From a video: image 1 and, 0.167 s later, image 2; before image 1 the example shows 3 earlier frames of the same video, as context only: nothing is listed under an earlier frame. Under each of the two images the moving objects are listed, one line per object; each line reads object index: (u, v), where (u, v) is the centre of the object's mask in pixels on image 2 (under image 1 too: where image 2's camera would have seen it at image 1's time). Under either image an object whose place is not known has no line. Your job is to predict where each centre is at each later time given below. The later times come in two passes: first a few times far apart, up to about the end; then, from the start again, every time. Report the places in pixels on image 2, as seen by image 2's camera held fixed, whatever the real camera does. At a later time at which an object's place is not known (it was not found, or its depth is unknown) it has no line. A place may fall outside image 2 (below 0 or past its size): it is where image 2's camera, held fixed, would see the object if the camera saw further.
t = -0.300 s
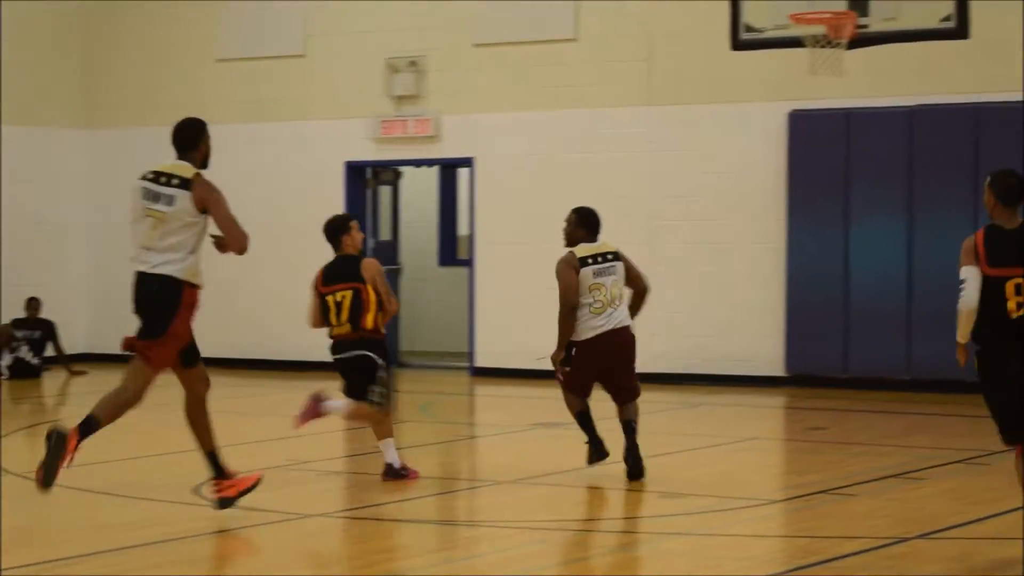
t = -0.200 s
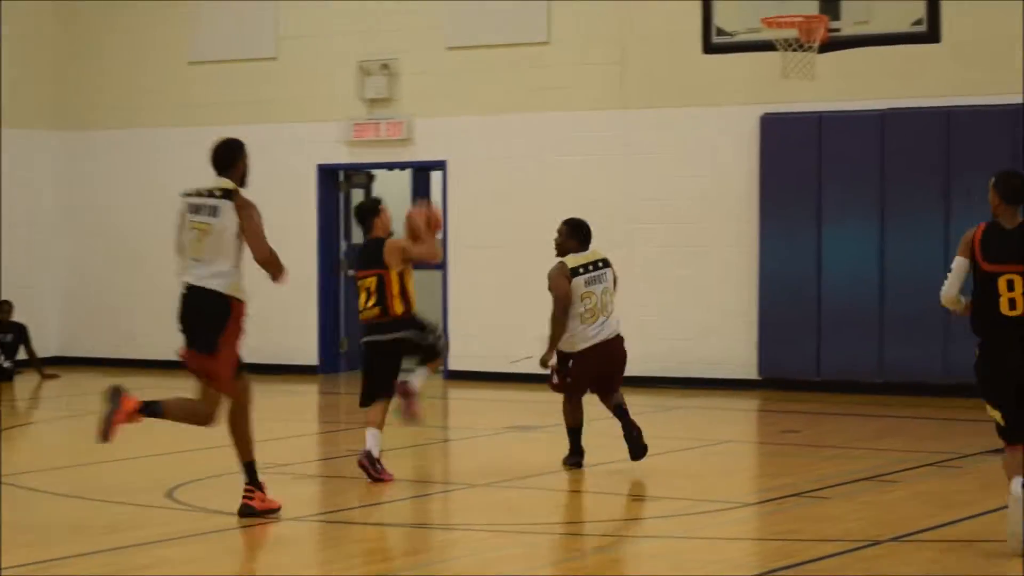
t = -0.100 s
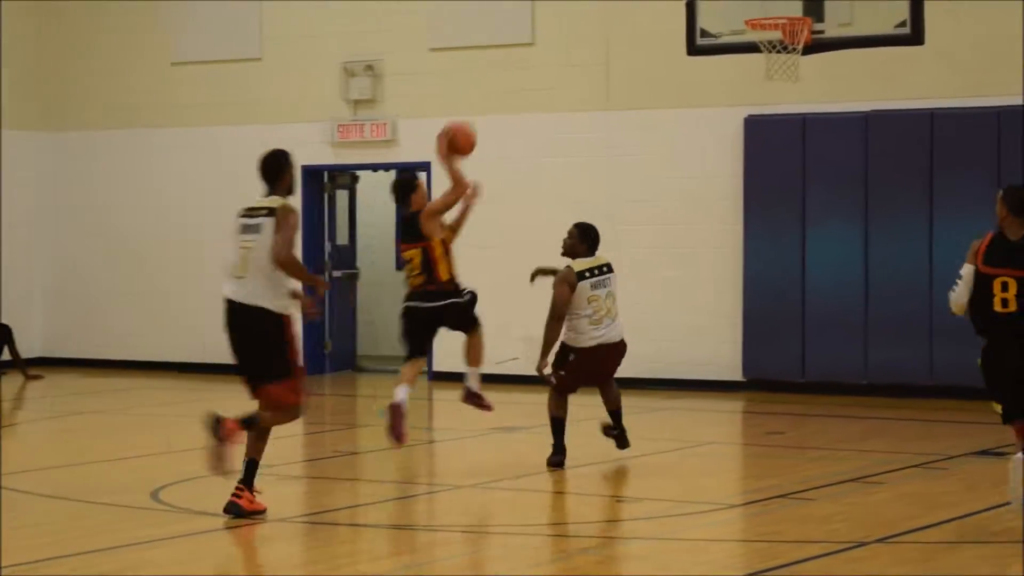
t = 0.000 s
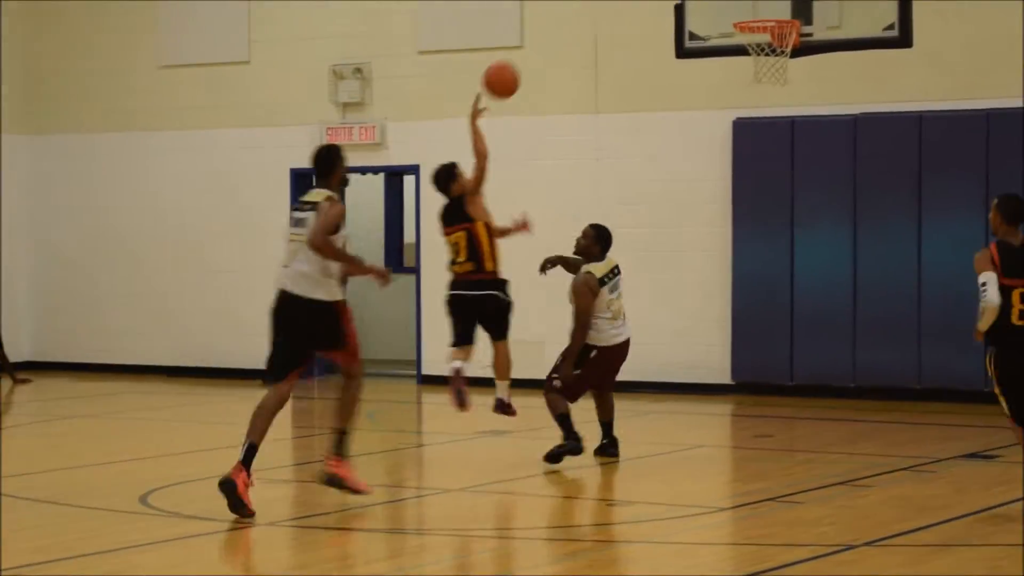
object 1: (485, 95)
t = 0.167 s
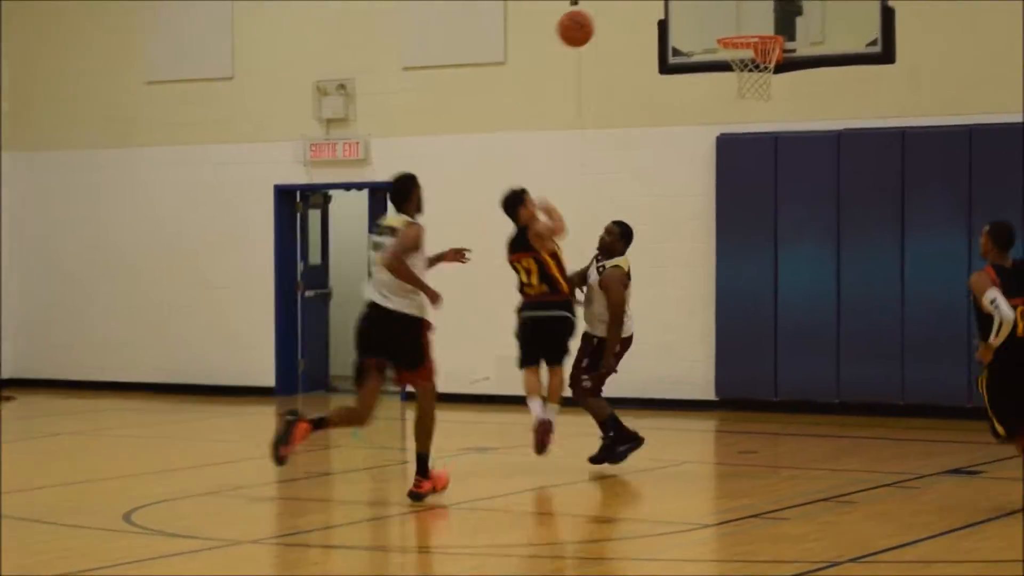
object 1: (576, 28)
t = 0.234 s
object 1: (611, 13)
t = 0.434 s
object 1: (713, 9)
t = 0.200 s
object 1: (593, 20)
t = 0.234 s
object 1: (611, 13)
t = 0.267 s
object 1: (628, 9)
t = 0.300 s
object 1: (645, 5)
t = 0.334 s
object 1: (663, 4)
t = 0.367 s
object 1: (680, 3)
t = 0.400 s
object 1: (696, 5)
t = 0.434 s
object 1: (713, 9)
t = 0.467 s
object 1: (730, 13)
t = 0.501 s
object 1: (747, 19)
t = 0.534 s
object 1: (765, 28)
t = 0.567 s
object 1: (782, 38)
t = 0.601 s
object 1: (798, 50)
